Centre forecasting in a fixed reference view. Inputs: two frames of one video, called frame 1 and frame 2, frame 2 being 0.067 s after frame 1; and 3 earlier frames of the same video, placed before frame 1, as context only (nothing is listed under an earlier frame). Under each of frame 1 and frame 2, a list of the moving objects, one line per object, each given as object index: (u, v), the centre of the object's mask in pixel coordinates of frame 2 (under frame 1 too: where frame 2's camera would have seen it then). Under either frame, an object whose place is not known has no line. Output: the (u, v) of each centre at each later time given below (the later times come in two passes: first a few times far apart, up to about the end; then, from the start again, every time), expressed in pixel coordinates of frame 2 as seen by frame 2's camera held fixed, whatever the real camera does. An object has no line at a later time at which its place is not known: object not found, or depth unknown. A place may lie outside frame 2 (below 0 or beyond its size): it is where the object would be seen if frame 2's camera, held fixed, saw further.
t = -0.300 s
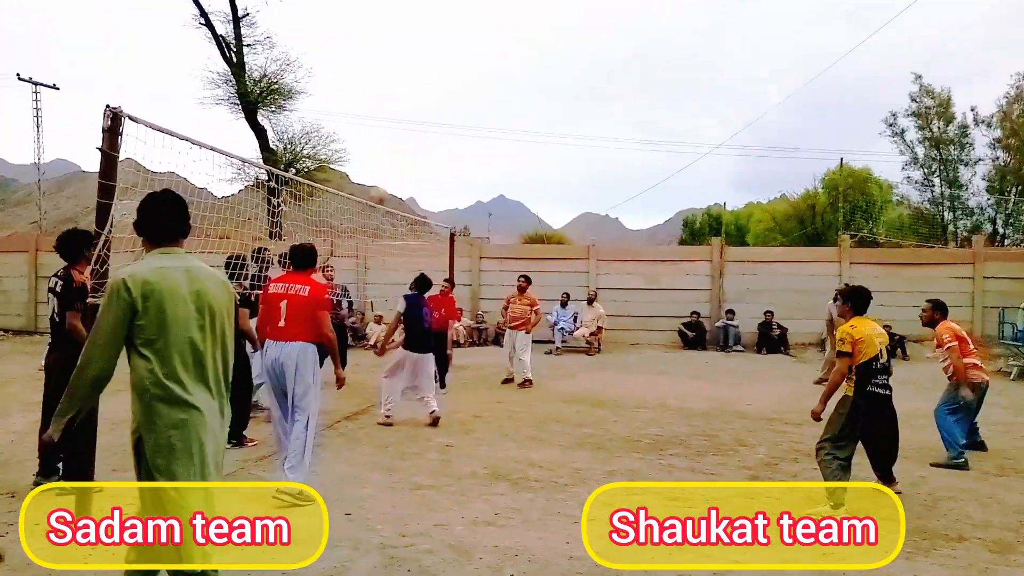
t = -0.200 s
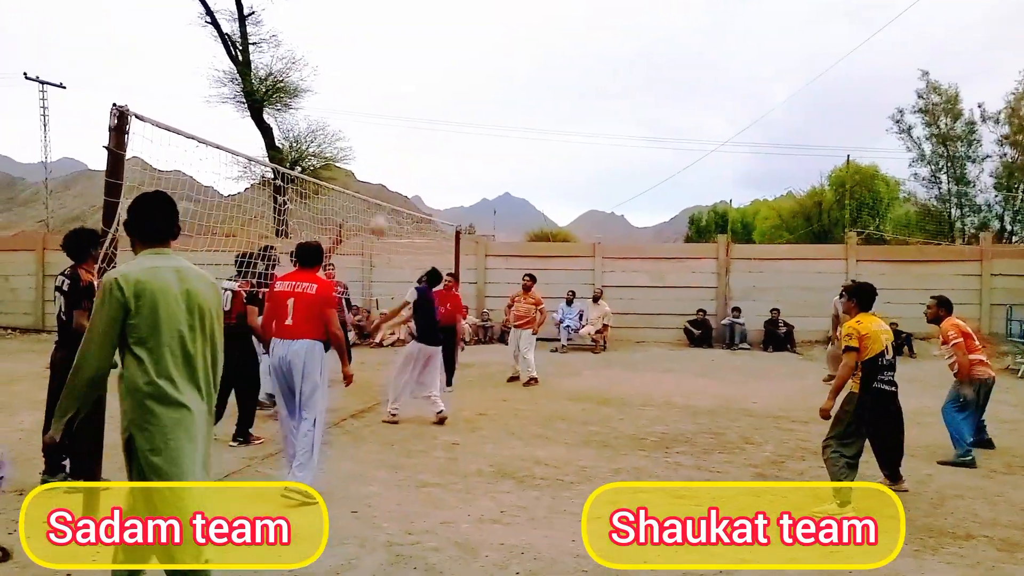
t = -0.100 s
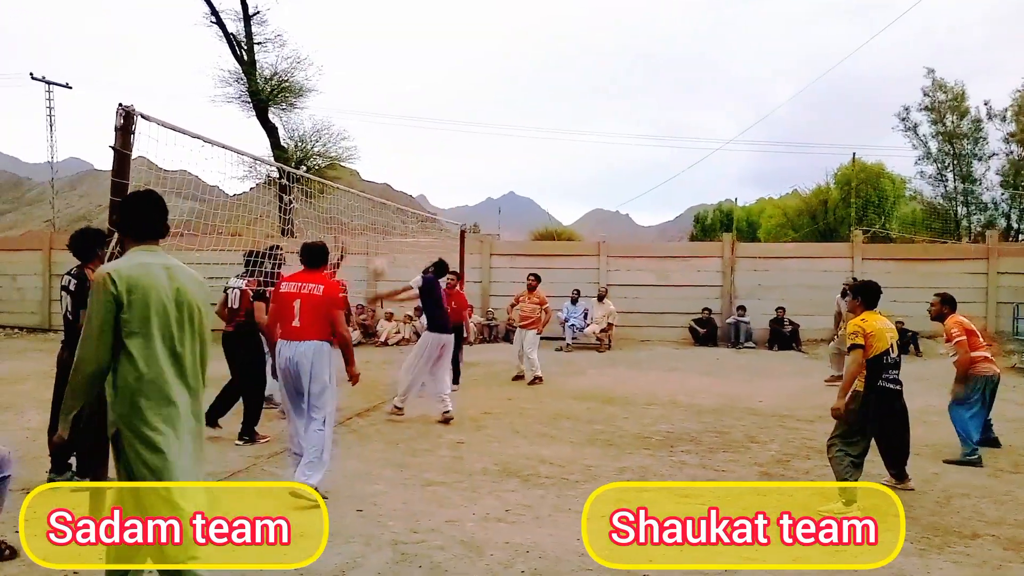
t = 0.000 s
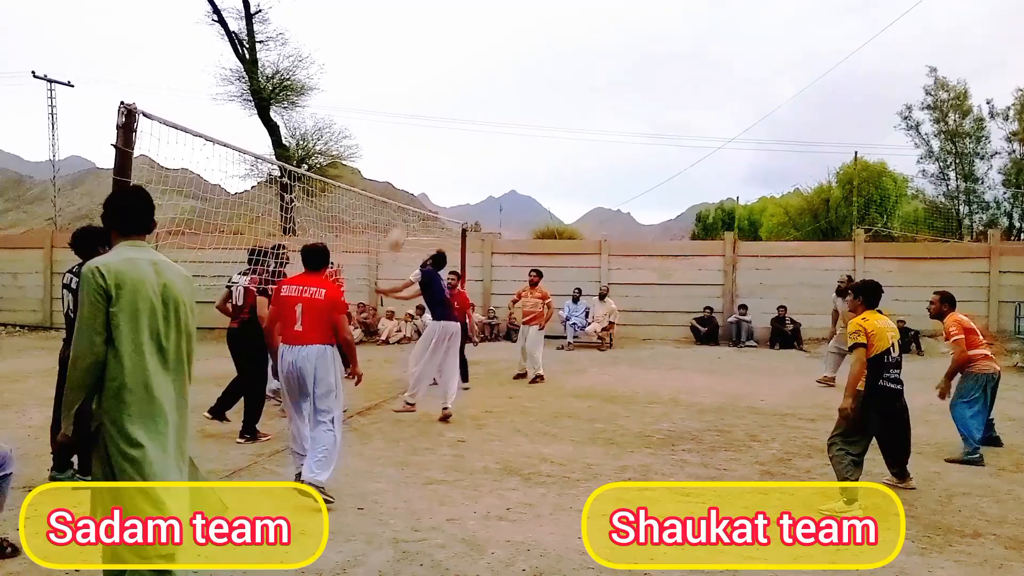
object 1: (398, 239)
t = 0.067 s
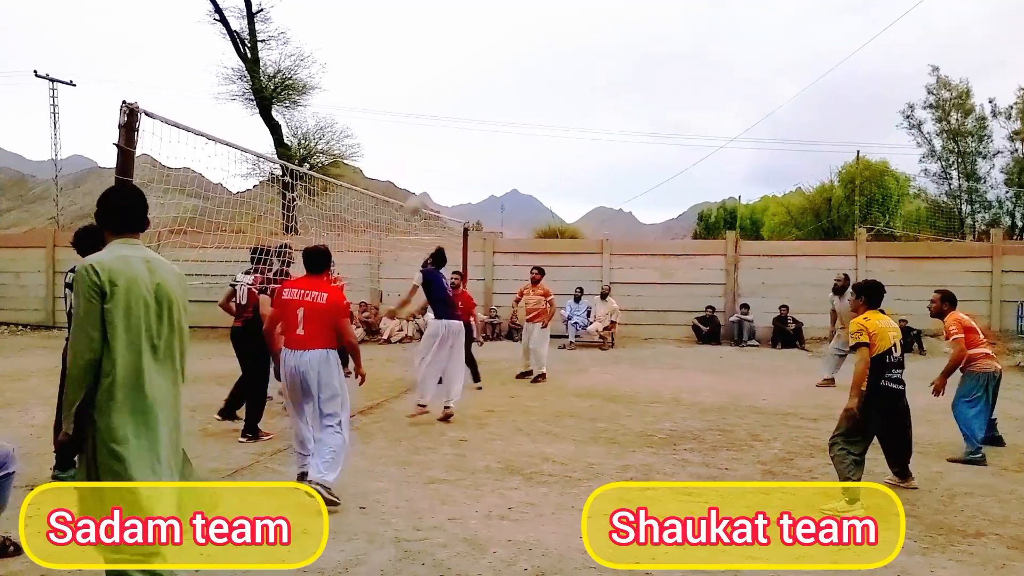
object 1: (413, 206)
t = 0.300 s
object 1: (468, 124)
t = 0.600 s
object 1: (533, 95)
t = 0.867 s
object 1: (585, 132)
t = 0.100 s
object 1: (422, 192)
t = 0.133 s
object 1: (430, 177)
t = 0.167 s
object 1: (437, 165)
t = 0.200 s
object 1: (445, 153)
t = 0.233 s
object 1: (453, 142)
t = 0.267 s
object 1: (460, 133)
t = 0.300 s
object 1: (468, 124)
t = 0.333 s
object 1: (476, 117)
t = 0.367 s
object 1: (483, 111)
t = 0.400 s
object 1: (491, 105)
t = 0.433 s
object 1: (498, 101)
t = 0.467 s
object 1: (505, 98)
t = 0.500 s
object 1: (512, 96)
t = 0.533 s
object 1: (519, 95)
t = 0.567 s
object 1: (526, 94)
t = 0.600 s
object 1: (533, 95)
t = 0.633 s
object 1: (539, 96)
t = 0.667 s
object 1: (546, 98)
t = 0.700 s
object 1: (553, 101)
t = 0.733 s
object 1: (559, 106)
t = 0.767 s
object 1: (566, 111)
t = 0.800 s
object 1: (572, 117)
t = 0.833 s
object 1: (579, 124)
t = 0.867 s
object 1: (585, 132)
